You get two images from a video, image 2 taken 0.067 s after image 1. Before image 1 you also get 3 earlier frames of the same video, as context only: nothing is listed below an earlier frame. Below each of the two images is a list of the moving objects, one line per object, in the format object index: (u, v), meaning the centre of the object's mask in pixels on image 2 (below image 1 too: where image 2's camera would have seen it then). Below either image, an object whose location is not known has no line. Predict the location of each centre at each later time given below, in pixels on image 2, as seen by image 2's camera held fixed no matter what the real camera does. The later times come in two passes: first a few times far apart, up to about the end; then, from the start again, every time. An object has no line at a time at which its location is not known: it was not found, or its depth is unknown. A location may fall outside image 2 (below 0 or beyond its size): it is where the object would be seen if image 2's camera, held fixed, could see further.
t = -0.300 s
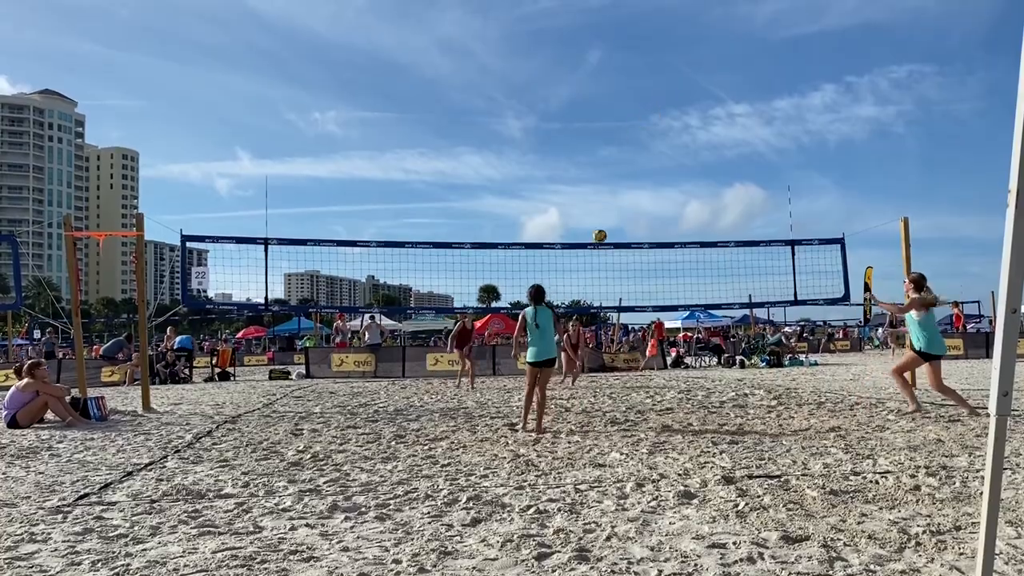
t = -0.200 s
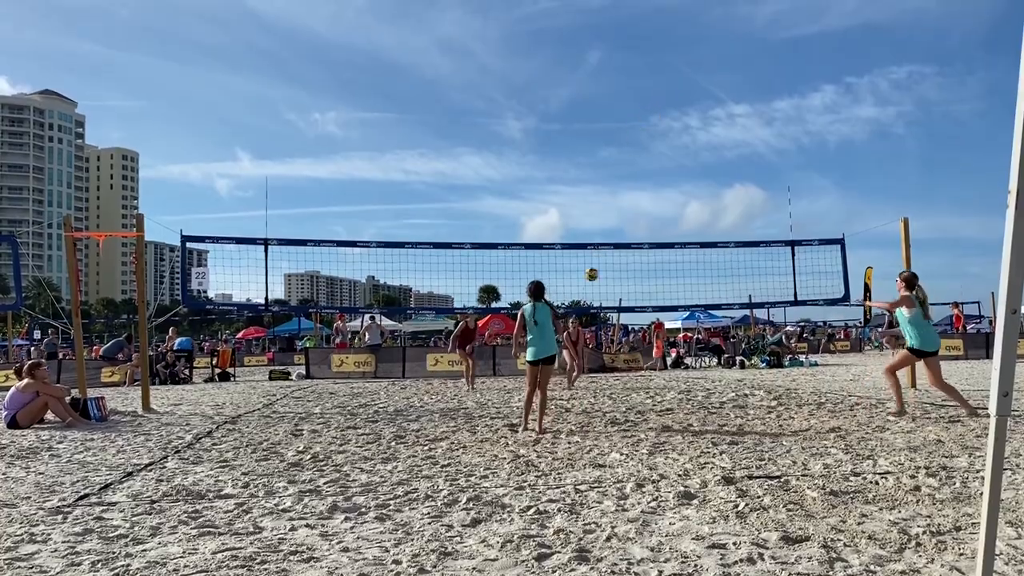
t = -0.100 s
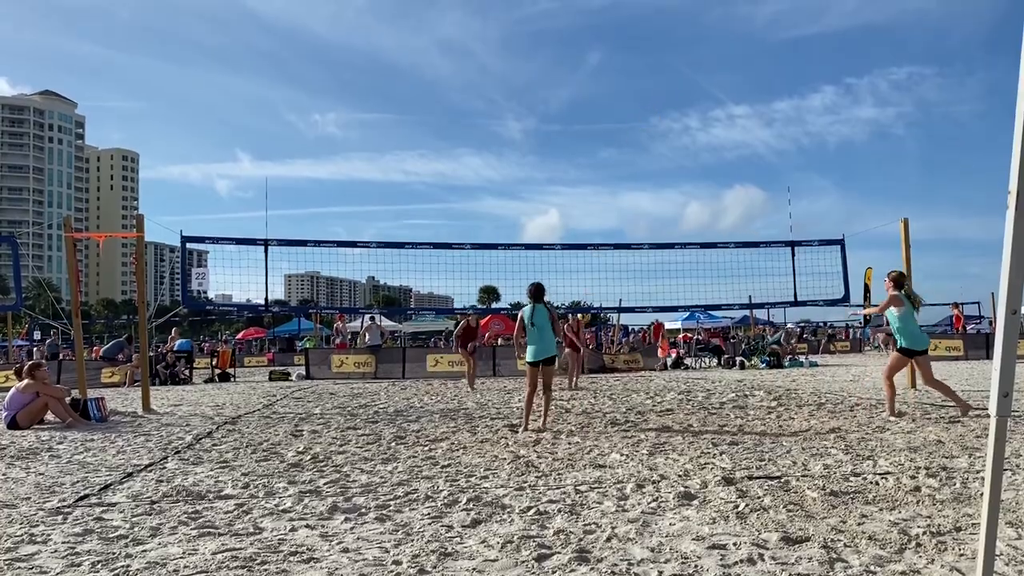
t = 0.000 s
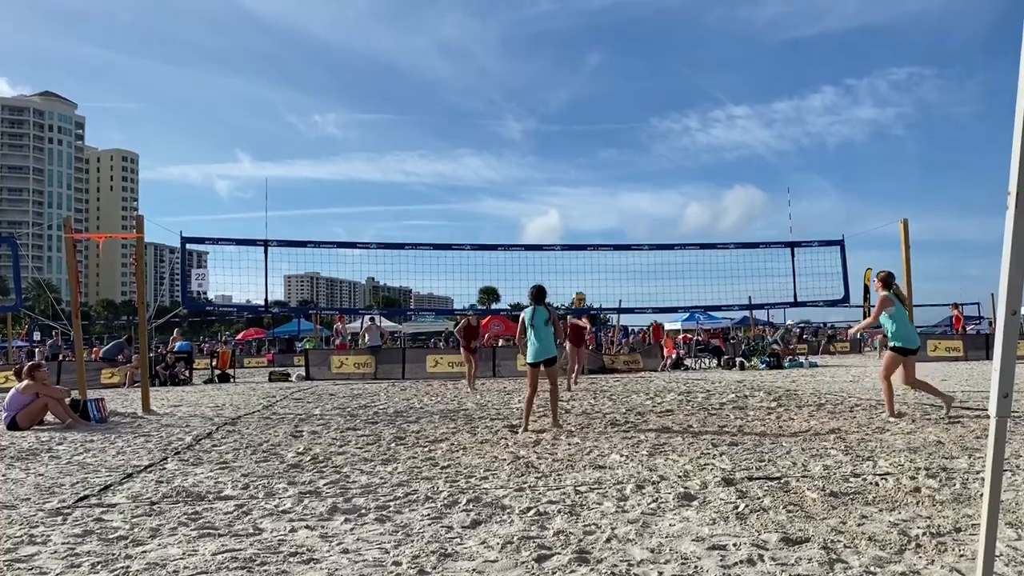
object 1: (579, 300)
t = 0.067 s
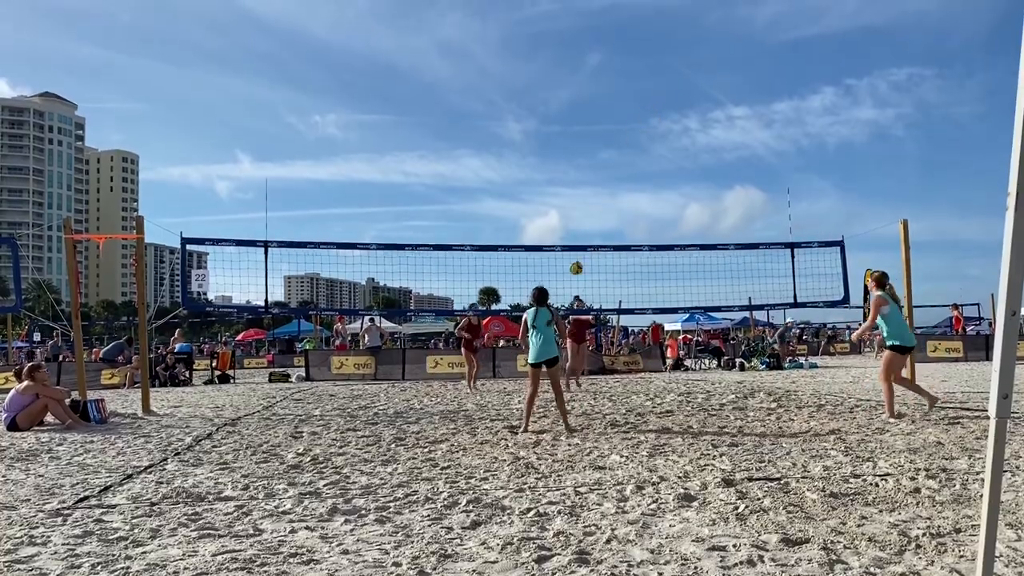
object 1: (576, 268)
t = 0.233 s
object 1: (568, 196)
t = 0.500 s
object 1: (553, 104)
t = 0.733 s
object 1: (537, 58)
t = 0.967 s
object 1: (519, 54)
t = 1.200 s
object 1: (498, 110)
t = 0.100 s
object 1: (574, 255)
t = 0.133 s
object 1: (573, 238)
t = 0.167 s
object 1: (571, 224)
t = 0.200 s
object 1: (569, 210)
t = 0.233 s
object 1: (568, 196)
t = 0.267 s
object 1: (566, 183)
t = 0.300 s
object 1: (564, 170)
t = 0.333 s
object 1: (562, 158)
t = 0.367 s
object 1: (561, 146)
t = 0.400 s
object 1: (558, 135)
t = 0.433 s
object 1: (556, 124)
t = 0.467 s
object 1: (555, 114)
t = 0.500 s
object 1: (553, 104)
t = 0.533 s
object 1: (551, 95)
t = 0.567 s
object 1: (549, 87)
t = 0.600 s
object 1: (547, 80)
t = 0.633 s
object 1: (545, 73)
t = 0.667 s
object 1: (542, 67)
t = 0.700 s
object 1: (540, 62)
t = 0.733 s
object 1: (537, 58)
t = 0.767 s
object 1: (535, 54)
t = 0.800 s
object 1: (532, 52)
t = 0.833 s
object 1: (530, 50)
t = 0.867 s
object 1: (527, 49)
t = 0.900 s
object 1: (525, 50)
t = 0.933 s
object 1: (522, 51)
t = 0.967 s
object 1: (519, 54)
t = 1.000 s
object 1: (516, 58)
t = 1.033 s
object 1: (514, 63)
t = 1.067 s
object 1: (511, 70)
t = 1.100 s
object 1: (508, 78)
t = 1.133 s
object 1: (505, 87)
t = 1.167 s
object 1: (502, 97)
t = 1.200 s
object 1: (498, 110)
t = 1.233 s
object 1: (496, 123)
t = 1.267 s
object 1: (492, 139)
